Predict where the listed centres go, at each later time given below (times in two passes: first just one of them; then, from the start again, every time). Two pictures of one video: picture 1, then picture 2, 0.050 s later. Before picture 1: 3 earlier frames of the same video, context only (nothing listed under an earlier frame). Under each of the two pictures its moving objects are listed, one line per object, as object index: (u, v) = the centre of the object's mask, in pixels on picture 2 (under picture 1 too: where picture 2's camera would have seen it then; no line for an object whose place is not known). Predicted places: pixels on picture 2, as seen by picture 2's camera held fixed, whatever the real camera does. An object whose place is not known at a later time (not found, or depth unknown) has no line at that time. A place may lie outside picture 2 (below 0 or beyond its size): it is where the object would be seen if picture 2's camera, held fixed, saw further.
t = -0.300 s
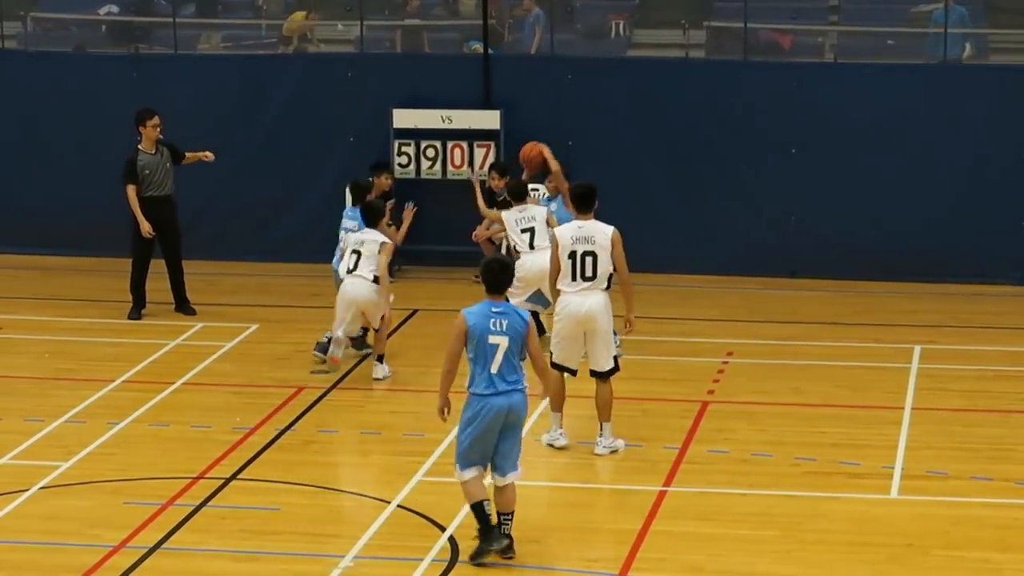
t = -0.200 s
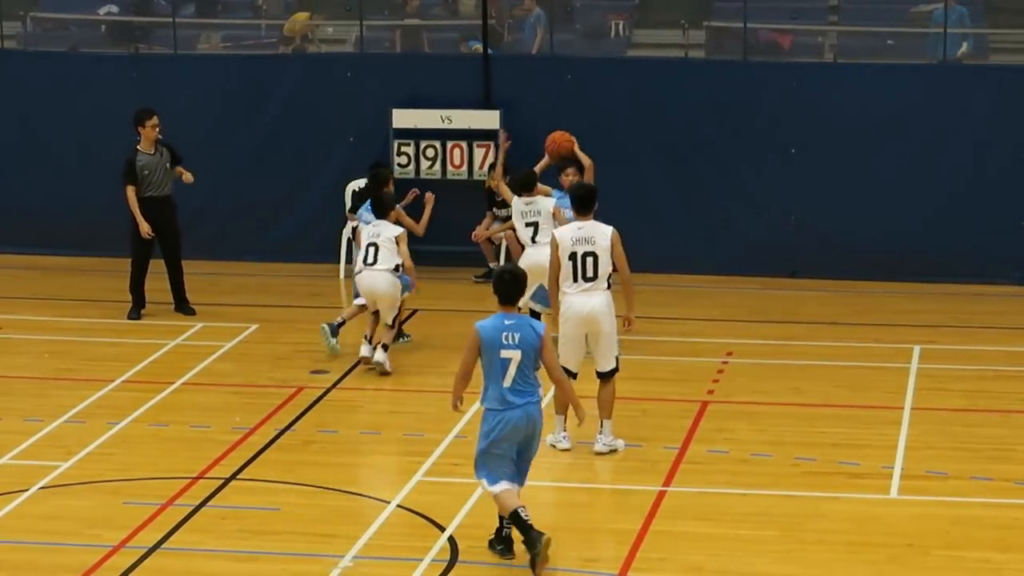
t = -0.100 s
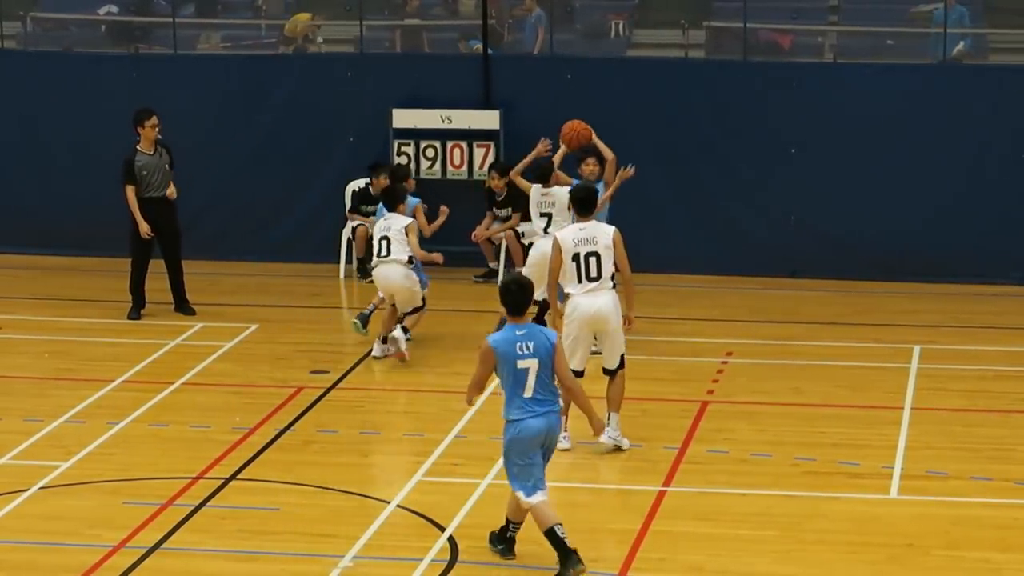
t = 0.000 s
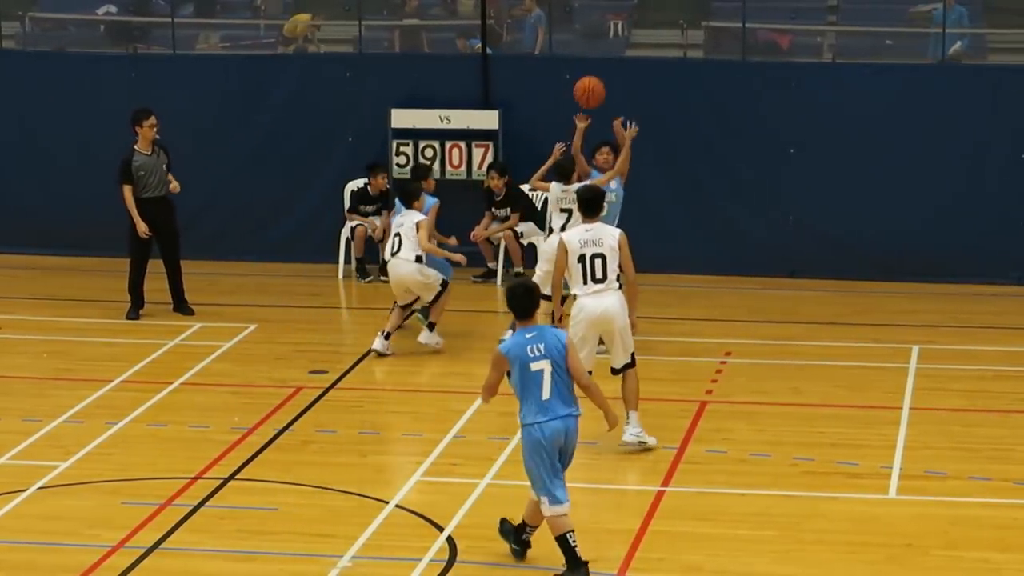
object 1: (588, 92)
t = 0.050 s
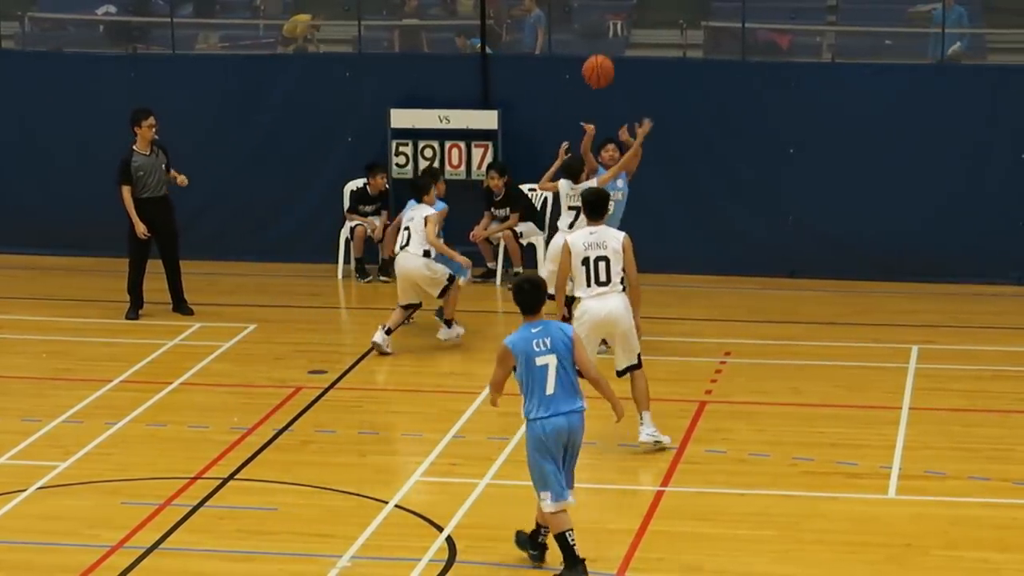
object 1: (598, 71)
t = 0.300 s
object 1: (652, 12)
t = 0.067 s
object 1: (602, 65)
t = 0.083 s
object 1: (605, 59)
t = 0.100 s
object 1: (608, 53)
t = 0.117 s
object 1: (611, 47)
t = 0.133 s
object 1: (614, 42)
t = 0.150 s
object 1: (618, 37)
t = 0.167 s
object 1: (622, 32)
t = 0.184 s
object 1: (625, 28)
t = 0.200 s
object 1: (629, 25)
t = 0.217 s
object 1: (633, 21)
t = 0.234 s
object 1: (637, 18)
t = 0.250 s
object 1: (641, 15)
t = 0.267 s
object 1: (644, 14)
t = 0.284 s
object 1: (649, 13)
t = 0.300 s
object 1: (652, 12)
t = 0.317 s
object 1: (657, 11)
